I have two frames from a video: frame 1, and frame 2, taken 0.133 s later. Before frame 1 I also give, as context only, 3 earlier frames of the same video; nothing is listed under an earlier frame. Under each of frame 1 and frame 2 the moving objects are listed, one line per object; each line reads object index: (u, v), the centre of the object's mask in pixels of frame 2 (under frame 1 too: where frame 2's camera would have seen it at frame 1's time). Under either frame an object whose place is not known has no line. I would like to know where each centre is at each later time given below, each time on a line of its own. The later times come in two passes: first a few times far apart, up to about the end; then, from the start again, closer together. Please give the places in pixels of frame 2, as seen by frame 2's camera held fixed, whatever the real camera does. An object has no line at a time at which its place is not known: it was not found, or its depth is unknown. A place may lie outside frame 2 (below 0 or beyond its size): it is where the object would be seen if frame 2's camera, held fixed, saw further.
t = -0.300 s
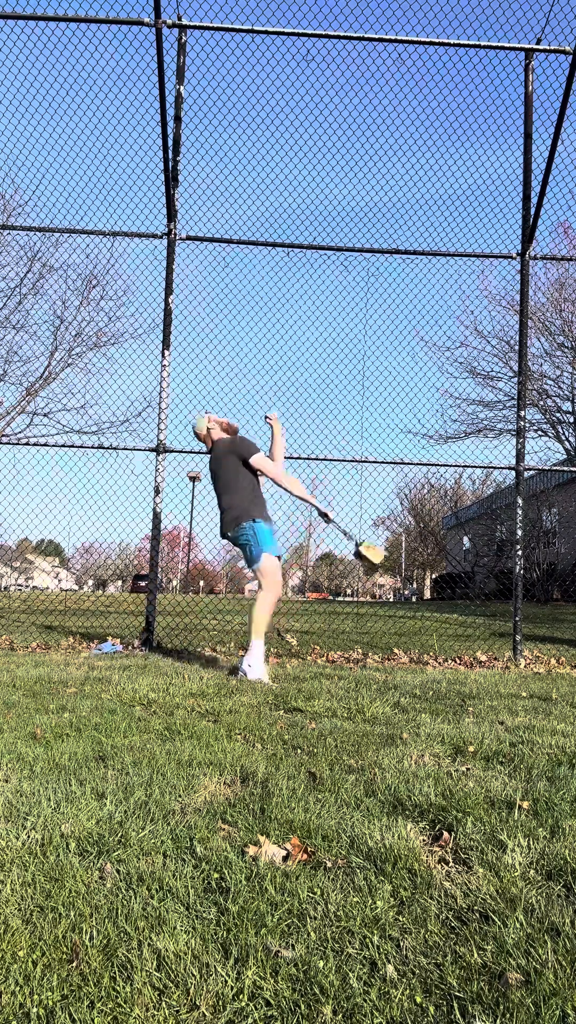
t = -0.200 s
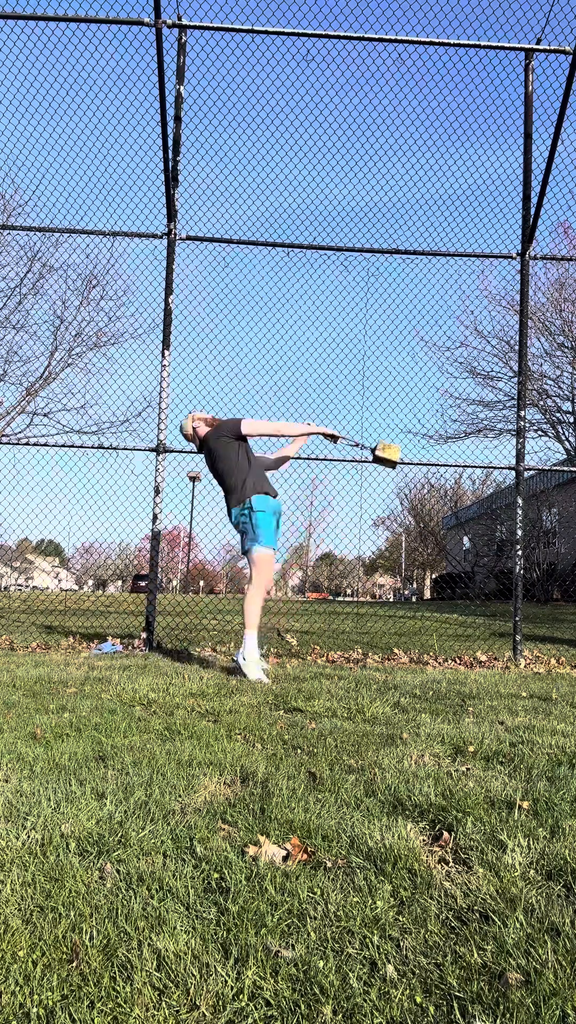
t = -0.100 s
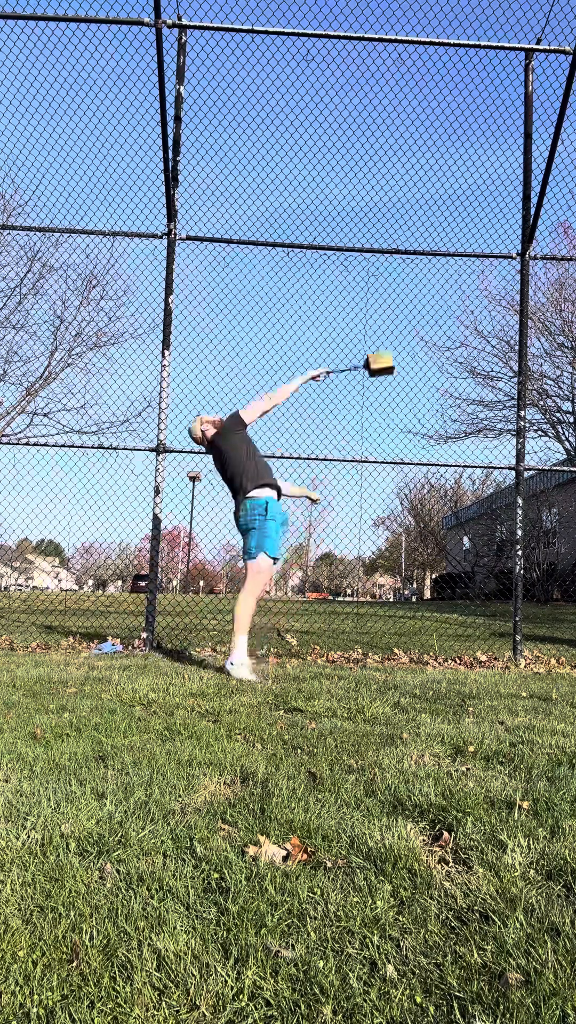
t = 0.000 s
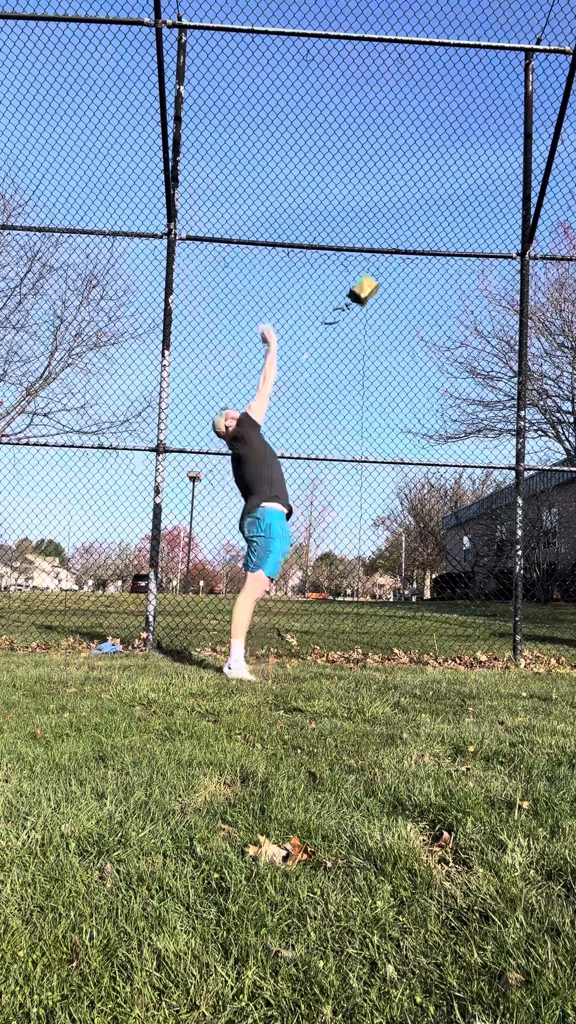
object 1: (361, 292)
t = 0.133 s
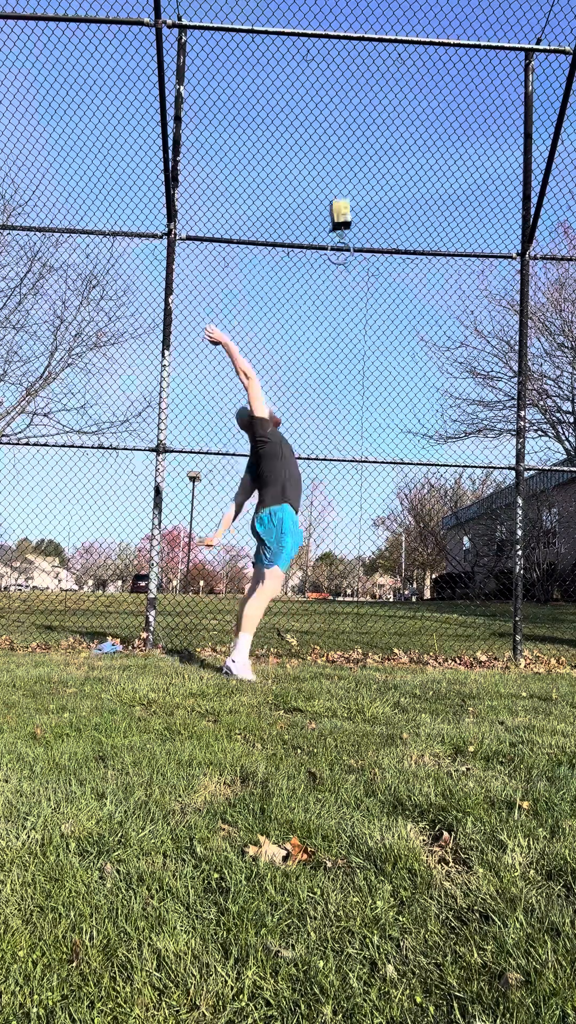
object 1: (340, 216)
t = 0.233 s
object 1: (325, 180)
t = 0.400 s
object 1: (296, 145)
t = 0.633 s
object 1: (251, 159)
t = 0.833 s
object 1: (211, 231)
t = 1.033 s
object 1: (169, 356)
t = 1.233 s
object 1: (118, 540)
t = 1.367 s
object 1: (89, 662)
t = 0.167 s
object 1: (336, 205)
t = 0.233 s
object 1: (325, 180)
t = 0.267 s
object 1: (318, 169)
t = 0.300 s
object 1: (313, 161)
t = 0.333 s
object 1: (310, 155)
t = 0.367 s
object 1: (302, 148)
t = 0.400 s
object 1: (296, 145)
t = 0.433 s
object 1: (289, 143)
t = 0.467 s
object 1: (295, 136)
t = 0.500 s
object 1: (278, 143)
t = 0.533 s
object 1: (273, 143)
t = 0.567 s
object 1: (266, 147)
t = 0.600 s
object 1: (260, 152)
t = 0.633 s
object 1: (251, 159)
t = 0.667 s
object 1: (244, 167)
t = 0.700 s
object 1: (237, 176)
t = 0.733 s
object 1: (223, 180)
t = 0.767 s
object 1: (223, 201)
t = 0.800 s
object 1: (218, 216)
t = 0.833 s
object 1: (211, 231)
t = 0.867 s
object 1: (203, 248)
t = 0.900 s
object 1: (197, 267)
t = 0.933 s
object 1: (191, 288)
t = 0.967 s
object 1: (185, 309)
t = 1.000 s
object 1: (177, 332)
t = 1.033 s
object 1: (169, 356)
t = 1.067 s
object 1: (161, 382)
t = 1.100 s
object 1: (152, 411)
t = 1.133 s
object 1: (145, 439)
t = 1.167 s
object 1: (136, 474)
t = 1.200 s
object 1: (127, 507)
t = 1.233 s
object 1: (118, 540)
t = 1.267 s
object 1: (109, 575)
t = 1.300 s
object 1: (98, 613)
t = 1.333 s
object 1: (88, 655)
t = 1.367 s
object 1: (89, 662)
